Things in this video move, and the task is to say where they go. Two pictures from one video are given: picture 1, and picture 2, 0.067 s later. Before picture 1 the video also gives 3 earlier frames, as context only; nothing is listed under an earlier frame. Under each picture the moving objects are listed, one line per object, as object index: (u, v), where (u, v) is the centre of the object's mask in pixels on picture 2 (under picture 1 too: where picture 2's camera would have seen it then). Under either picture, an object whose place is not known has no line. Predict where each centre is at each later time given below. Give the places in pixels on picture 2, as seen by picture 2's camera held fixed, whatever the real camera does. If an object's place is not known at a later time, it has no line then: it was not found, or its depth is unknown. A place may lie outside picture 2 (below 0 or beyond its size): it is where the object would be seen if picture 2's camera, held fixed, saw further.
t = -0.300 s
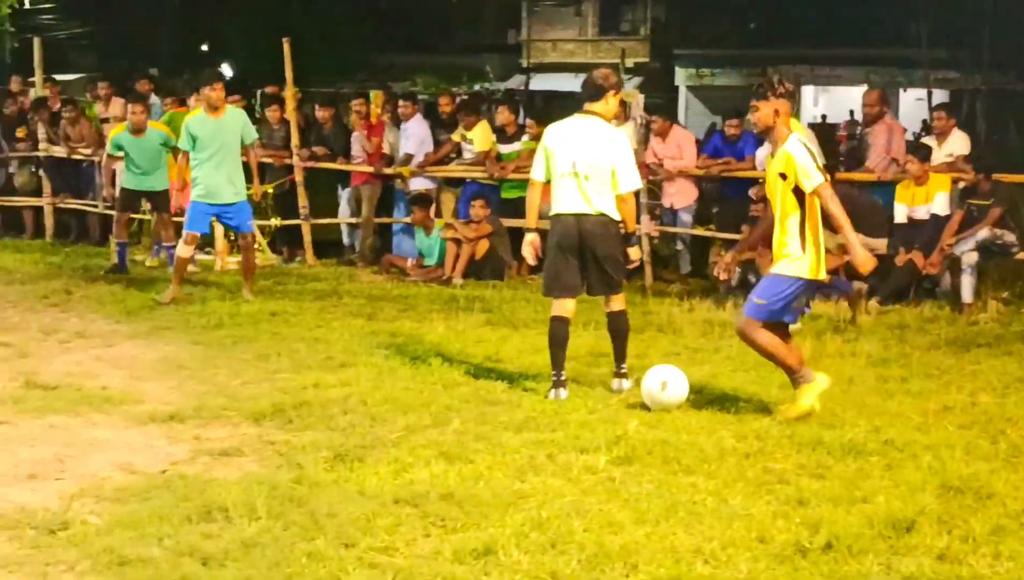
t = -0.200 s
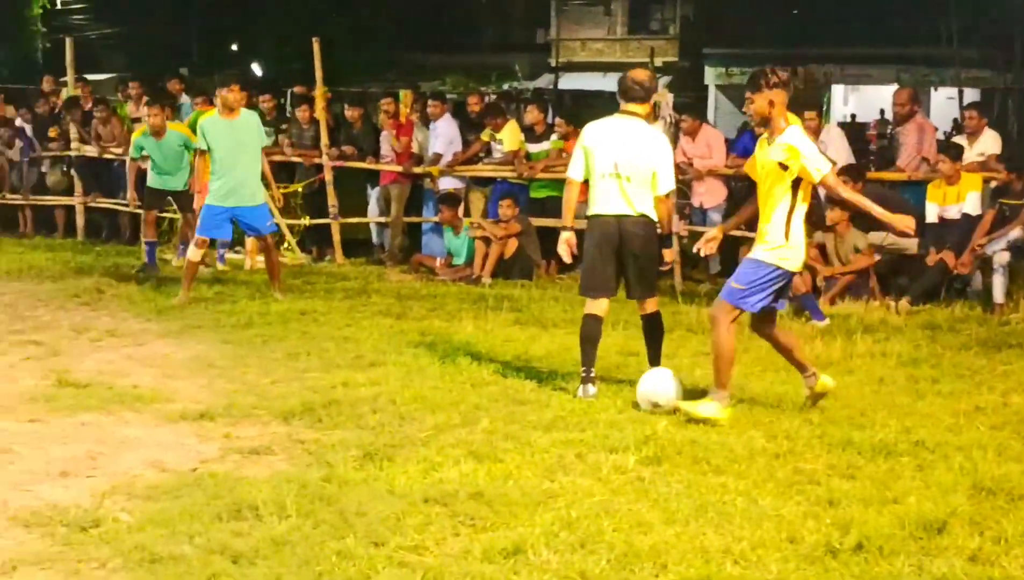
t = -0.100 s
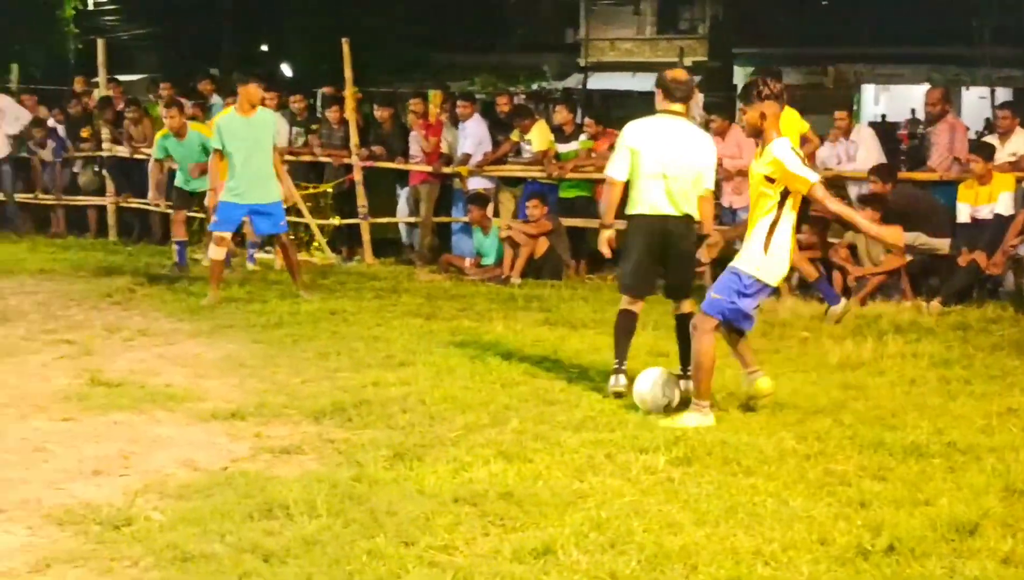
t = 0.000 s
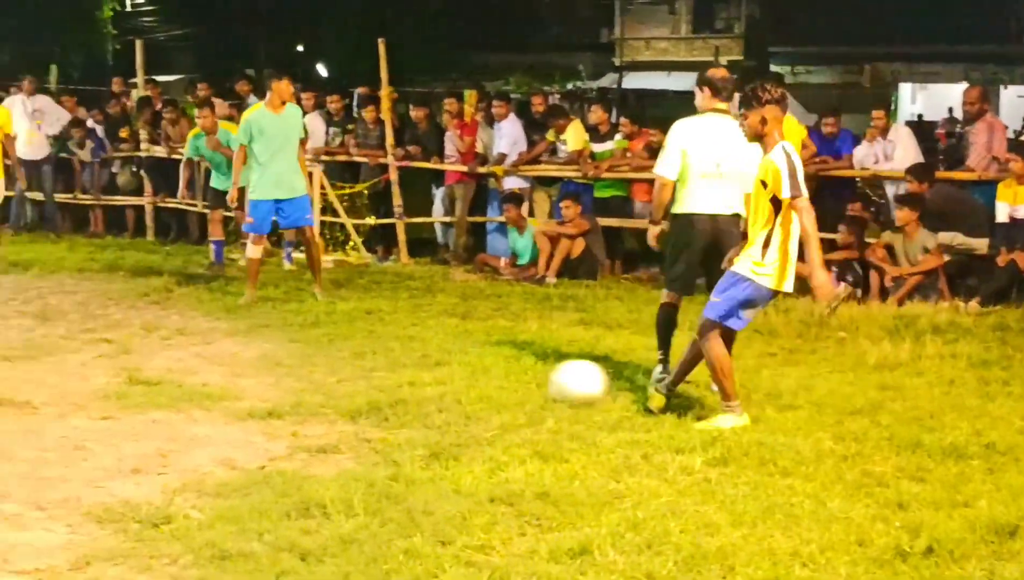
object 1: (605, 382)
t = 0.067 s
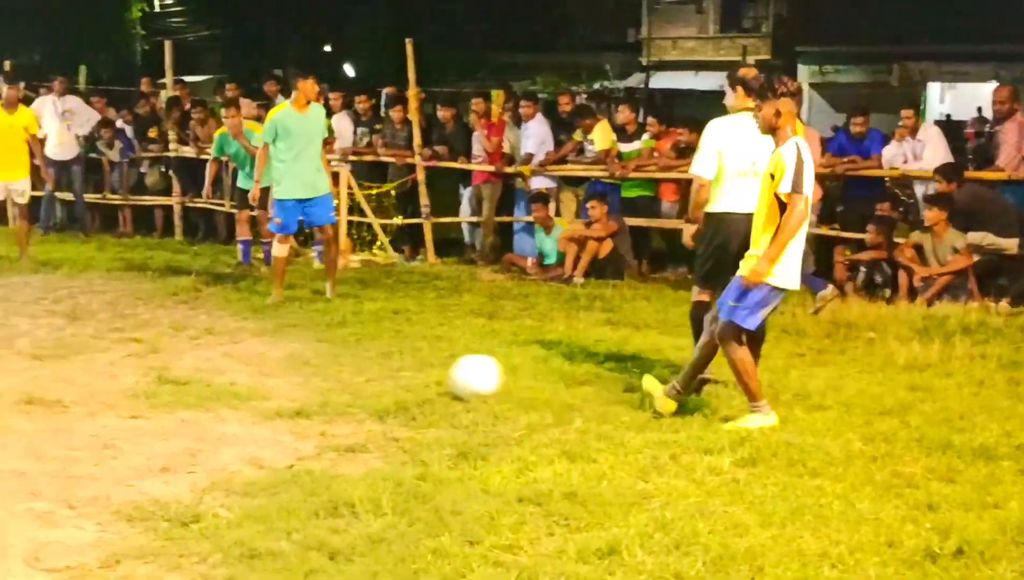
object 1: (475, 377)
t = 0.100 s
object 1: (415, 375)
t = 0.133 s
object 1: (358, 376)
